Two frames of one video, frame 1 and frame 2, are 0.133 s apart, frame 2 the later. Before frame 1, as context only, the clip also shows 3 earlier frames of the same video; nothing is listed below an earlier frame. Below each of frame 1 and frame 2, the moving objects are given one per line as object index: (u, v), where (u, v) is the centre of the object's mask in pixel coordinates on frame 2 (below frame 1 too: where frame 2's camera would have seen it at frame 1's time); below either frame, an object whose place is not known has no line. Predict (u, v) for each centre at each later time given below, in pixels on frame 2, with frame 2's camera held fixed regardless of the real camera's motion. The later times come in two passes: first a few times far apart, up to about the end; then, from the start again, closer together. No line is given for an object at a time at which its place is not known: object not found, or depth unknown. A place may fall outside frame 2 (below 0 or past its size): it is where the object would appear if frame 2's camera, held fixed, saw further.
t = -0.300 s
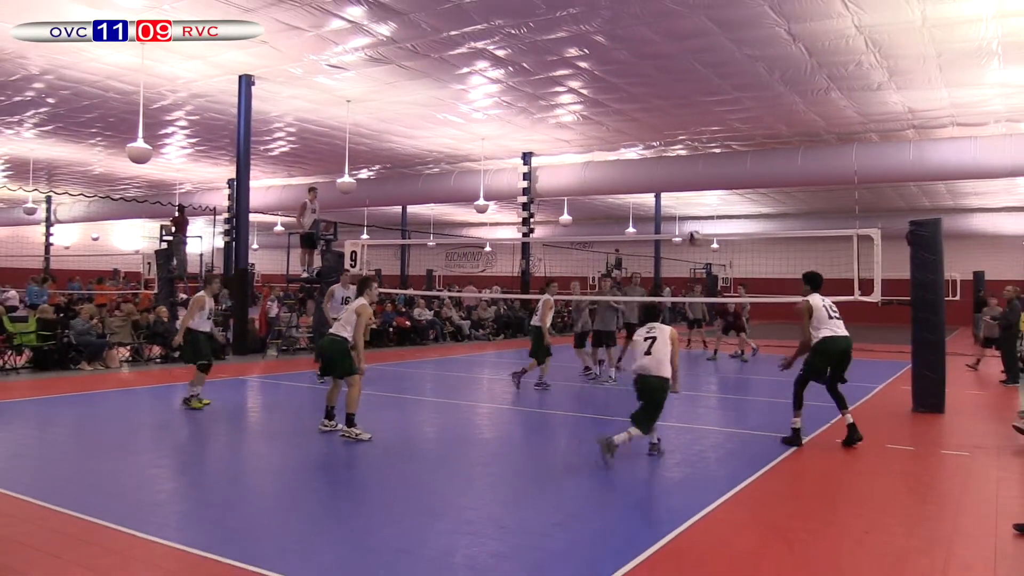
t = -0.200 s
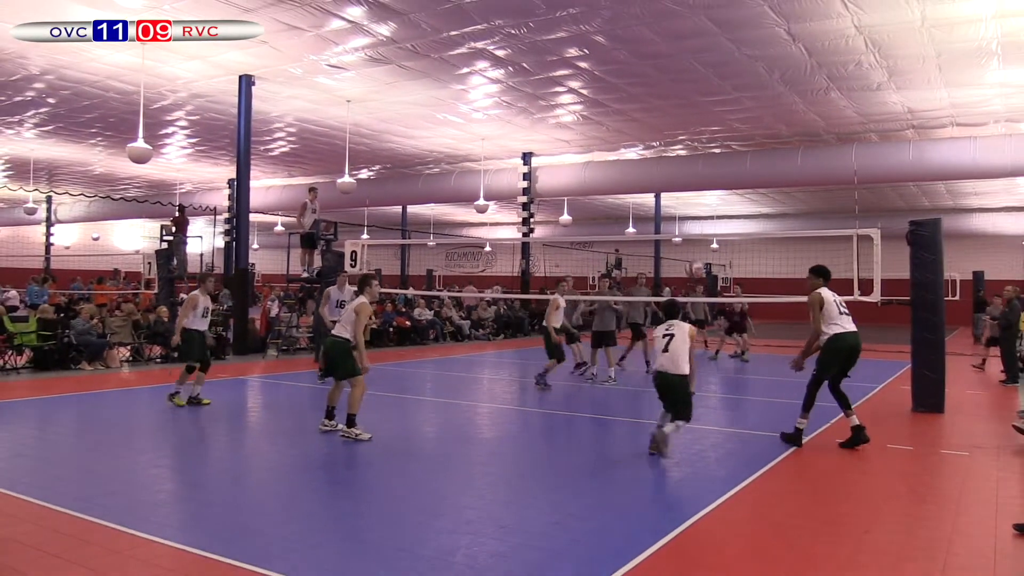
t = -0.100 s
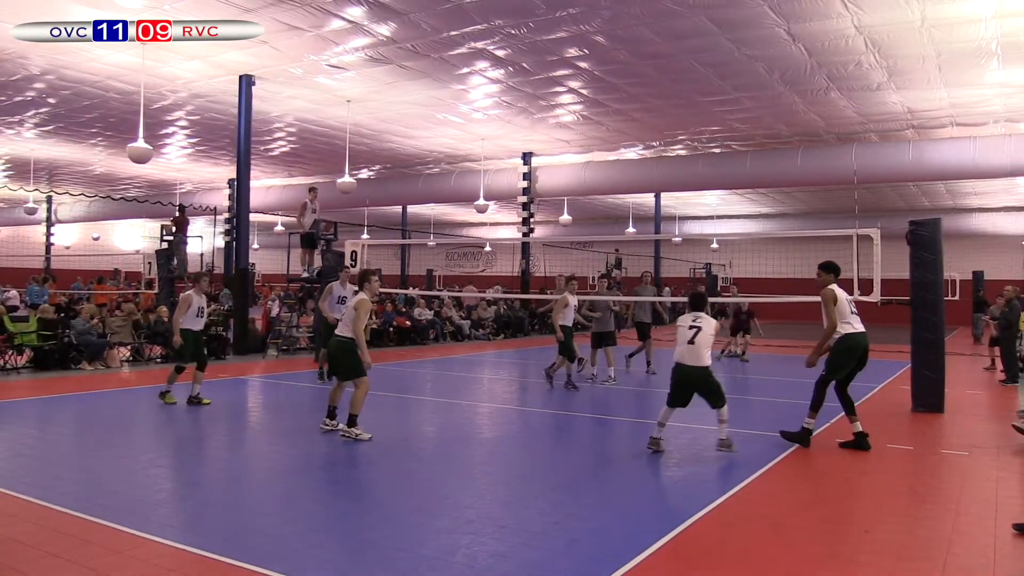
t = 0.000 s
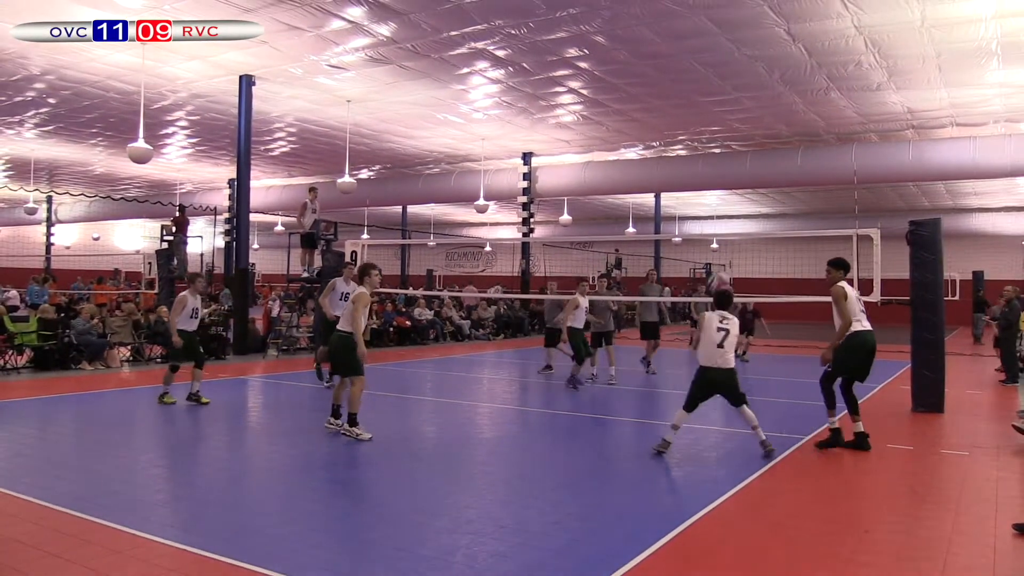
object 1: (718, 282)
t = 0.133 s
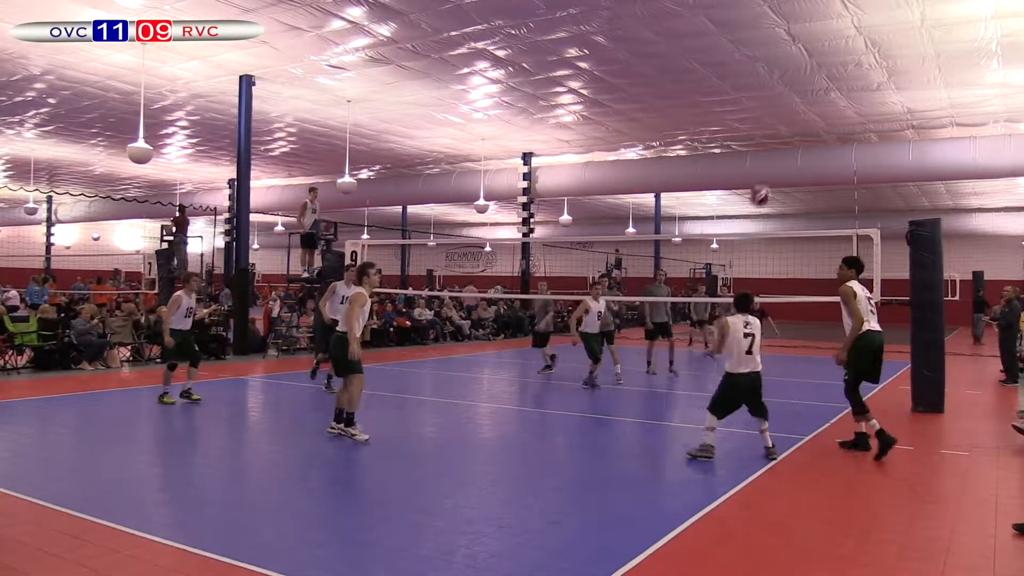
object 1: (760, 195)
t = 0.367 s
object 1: (823, 97)
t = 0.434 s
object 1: (841, 80)
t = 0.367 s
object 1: (823, 97)
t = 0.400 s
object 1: (833, 88)
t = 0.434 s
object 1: (841, 80)
